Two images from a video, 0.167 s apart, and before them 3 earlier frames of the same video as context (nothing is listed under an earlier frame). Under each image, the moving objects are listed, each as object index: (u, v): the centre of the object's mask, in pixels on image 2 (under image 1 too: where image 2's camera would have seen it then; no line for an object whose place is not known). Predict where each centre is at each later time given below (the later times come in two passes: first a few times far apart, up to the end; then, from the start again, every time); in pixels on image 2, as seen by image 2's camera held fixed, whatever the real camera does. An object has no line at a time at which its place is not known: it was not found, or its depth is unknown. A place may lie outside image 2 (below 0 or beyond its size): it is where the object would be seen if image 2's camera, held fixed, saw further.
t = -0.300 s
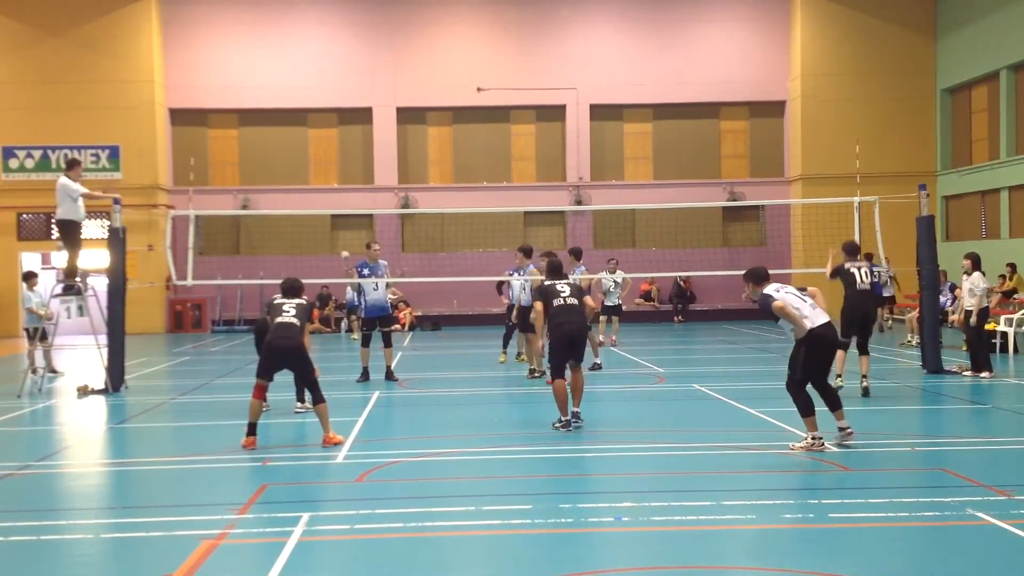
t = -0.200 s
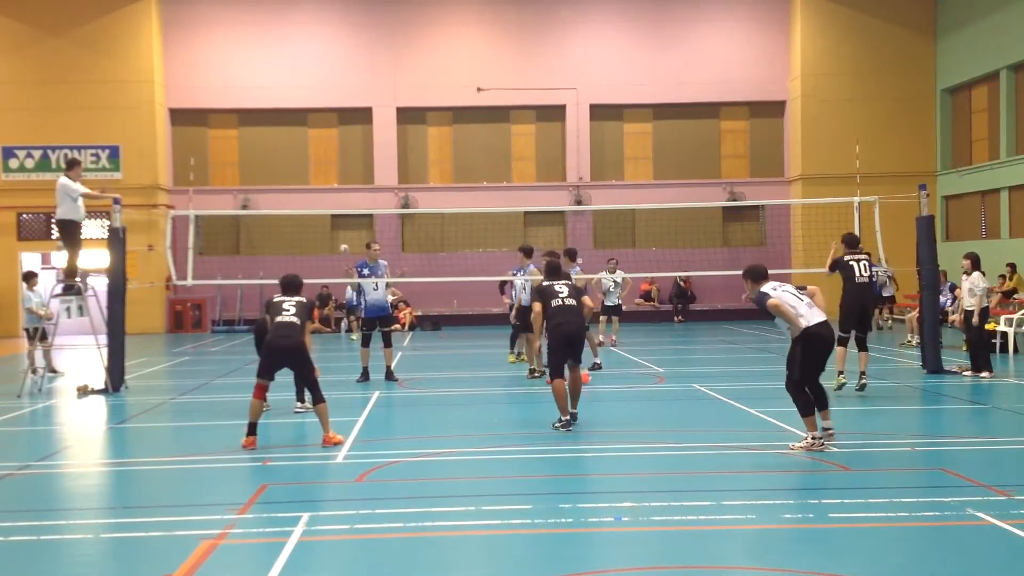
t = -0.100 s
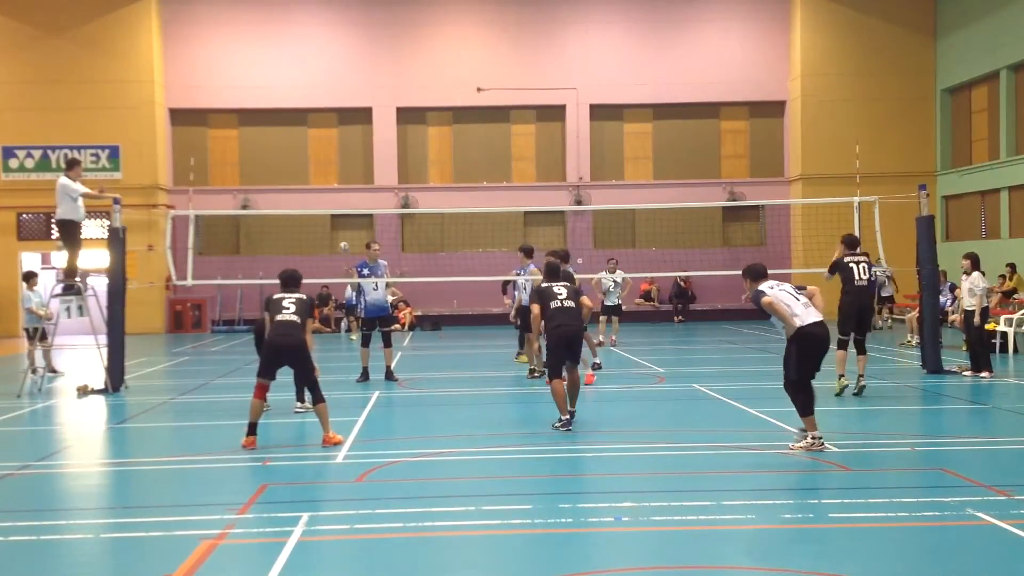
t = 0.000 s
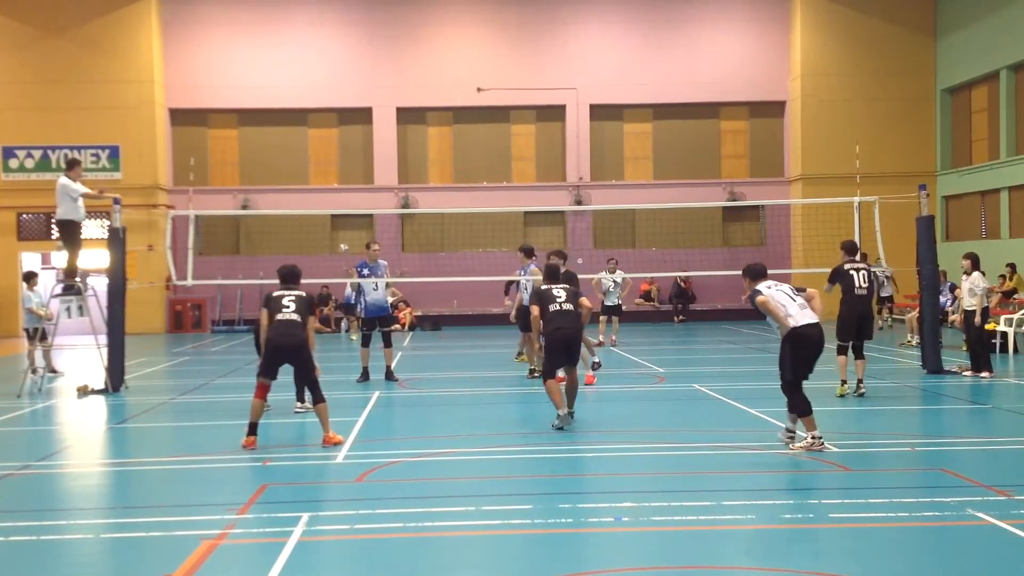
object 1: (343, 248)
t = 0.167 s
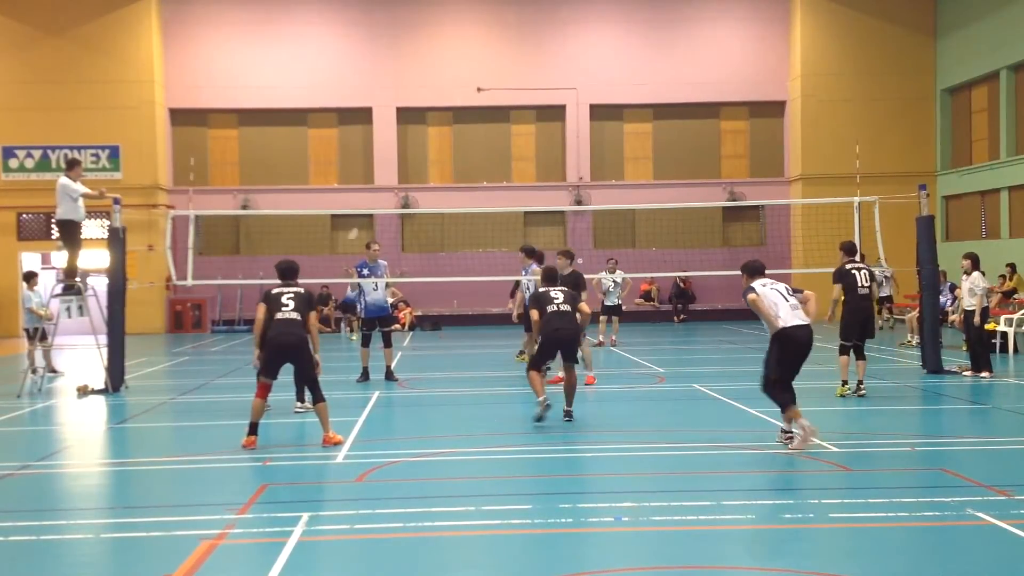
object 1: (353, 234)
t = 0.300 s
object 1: (376, 196)
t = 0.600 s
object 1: (446, 122)
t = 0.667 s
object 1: (464, 112)
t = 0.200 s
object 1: (358, 224)
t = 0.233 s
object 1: (363, 217)
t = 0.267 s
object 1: (370, 203)
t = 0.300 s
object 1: (376, 196)
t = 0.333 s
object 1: (381, 187)
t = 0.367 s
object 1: (388, 178)
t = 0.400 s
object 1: (396, 169)
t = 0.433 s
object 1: (404, 161)
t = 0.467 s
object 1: (411, 153)
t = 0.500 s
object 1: (420, 144)
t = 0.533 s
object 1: (428, 137)
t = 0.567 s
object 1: (436, 130)
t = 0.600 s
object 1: (446, 122)
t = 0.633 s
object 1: (455, 117)
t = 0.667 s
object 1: (464, 112)
